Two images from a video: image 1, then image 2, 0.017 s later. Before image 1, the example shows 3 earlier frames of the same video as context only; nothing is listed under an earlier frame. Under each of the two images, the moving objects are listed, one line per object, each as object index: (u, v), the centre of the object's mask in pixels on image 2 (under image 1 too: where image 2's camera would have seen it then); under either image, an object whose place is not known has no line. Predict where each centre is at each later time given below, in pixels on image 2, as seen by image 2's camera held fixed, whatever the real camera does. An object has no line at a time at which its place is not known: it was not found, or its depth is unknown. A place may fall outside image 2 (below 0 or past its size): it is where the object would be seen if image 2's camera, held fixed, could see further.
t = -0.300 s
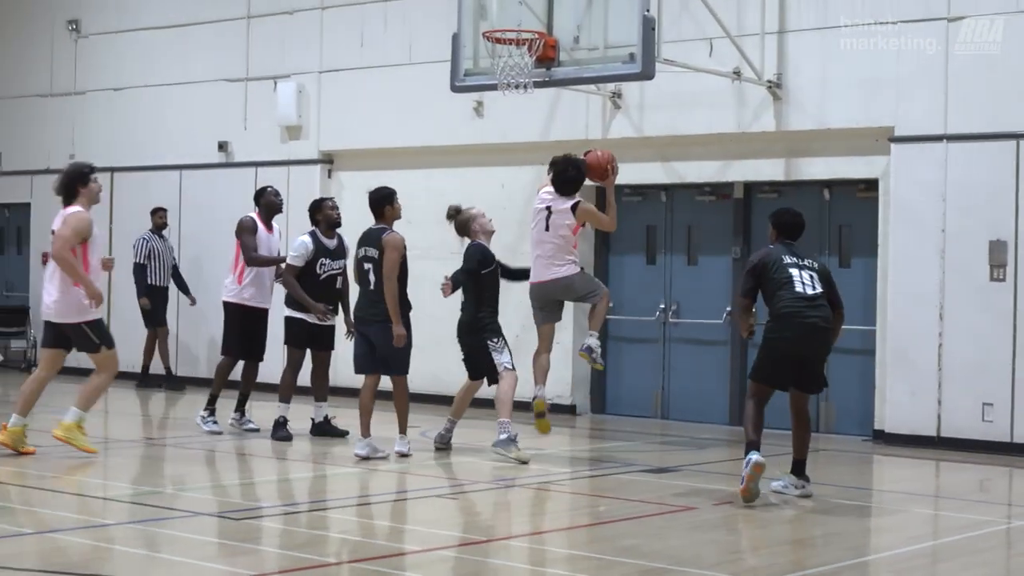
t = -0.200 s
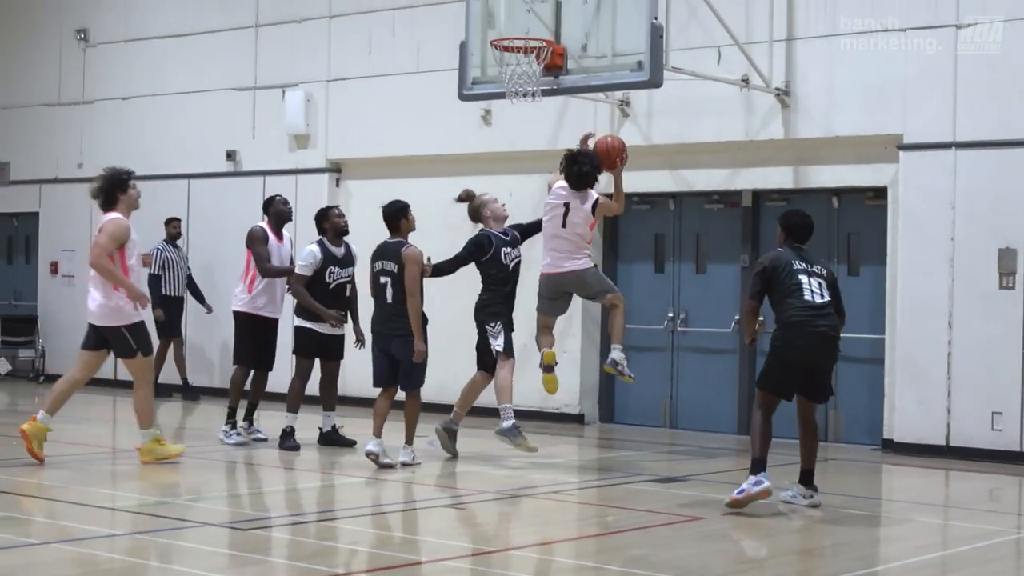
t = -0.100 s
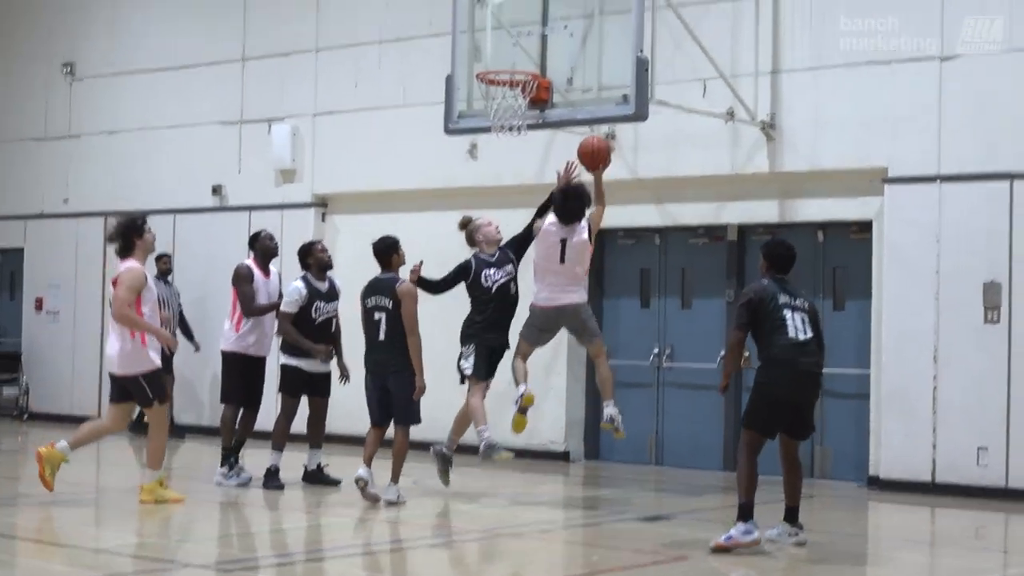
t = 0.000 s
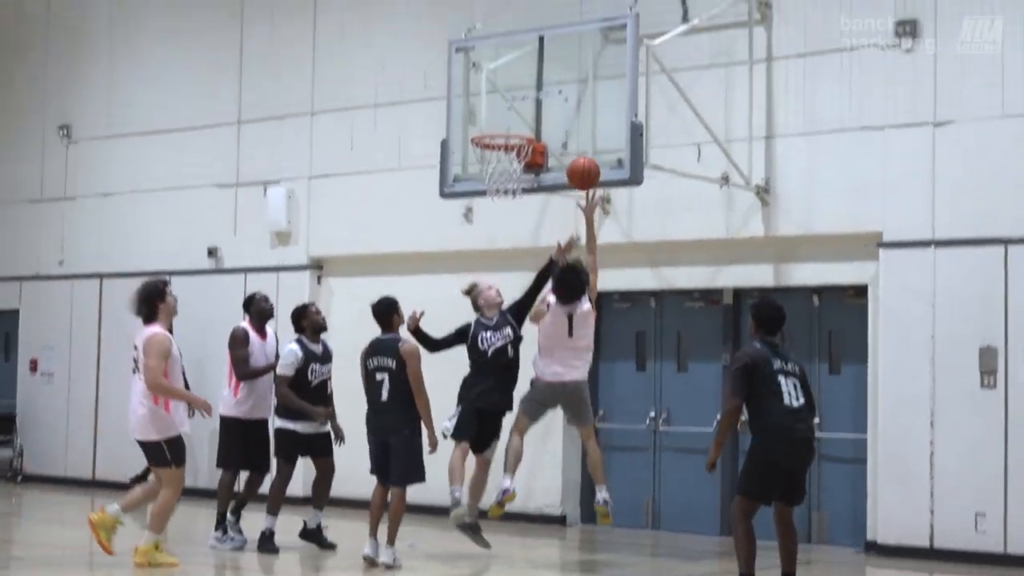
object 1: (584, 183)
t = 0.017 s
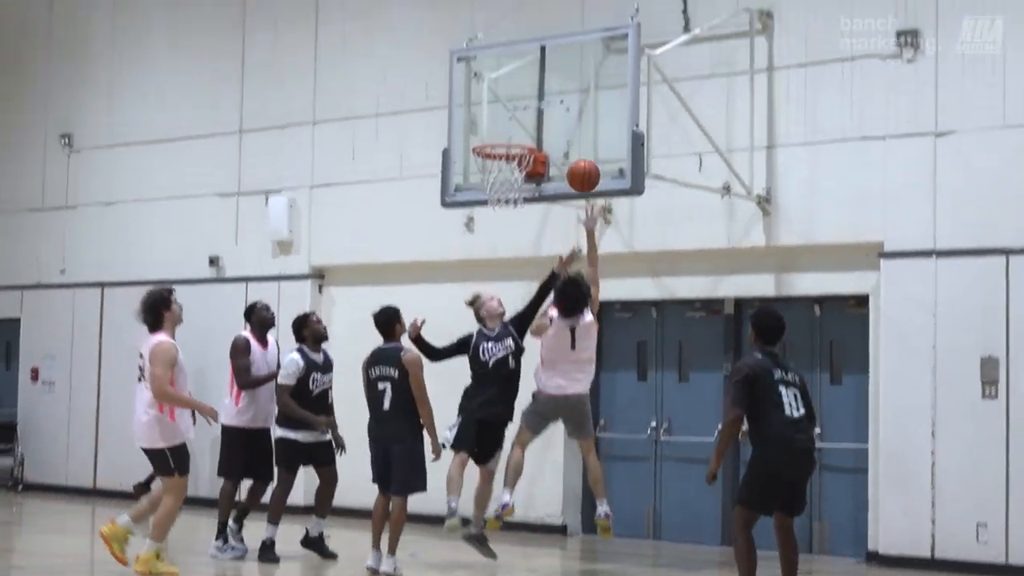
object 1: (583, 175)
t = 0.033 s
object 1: (582, 169)
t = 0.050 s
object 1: (581, 162)
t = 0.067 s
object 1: (580, 156)
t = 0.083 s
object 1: (578, 150)
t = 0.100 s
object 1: (577, 145)
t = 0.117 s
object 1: (576, 141)
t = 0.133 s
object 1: (575, 137)
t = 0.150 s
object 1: (573, 134)
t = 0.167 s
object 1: (572, 130)
